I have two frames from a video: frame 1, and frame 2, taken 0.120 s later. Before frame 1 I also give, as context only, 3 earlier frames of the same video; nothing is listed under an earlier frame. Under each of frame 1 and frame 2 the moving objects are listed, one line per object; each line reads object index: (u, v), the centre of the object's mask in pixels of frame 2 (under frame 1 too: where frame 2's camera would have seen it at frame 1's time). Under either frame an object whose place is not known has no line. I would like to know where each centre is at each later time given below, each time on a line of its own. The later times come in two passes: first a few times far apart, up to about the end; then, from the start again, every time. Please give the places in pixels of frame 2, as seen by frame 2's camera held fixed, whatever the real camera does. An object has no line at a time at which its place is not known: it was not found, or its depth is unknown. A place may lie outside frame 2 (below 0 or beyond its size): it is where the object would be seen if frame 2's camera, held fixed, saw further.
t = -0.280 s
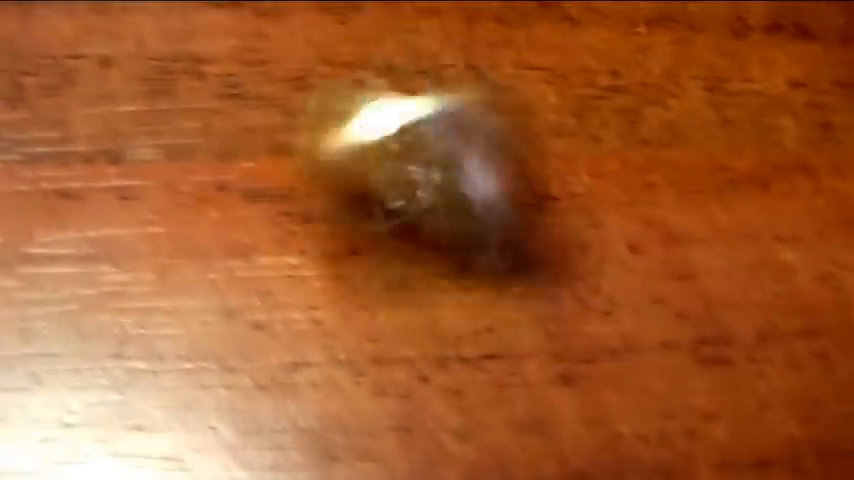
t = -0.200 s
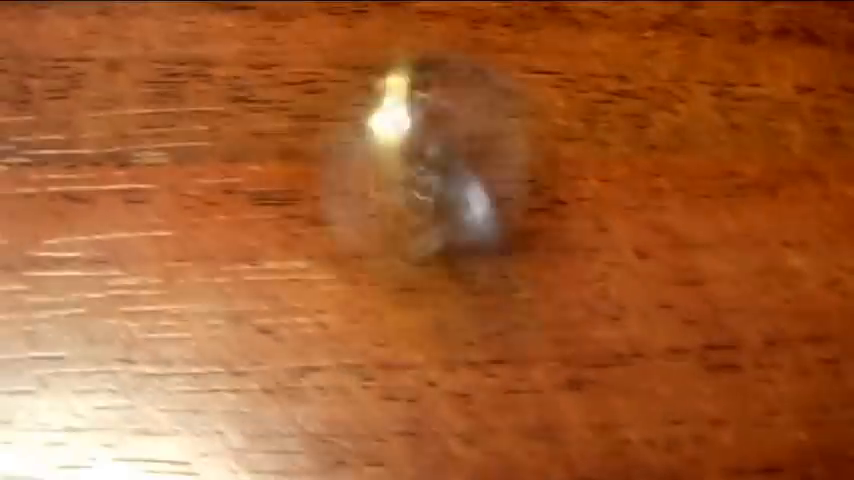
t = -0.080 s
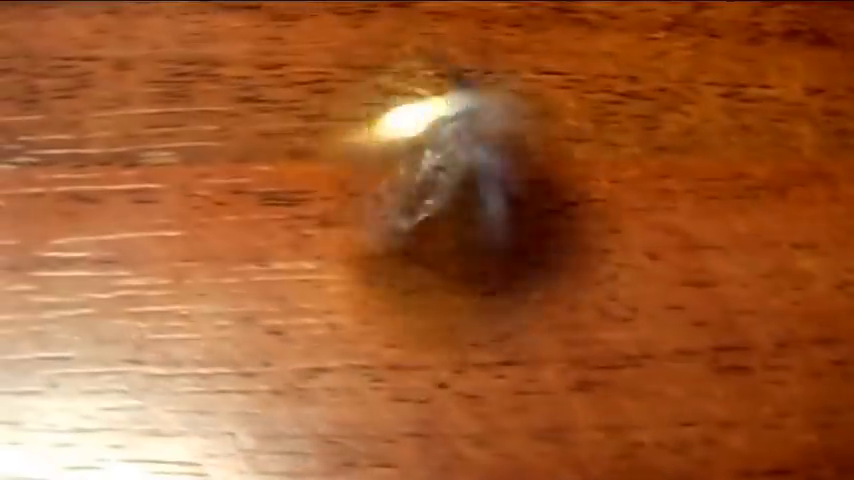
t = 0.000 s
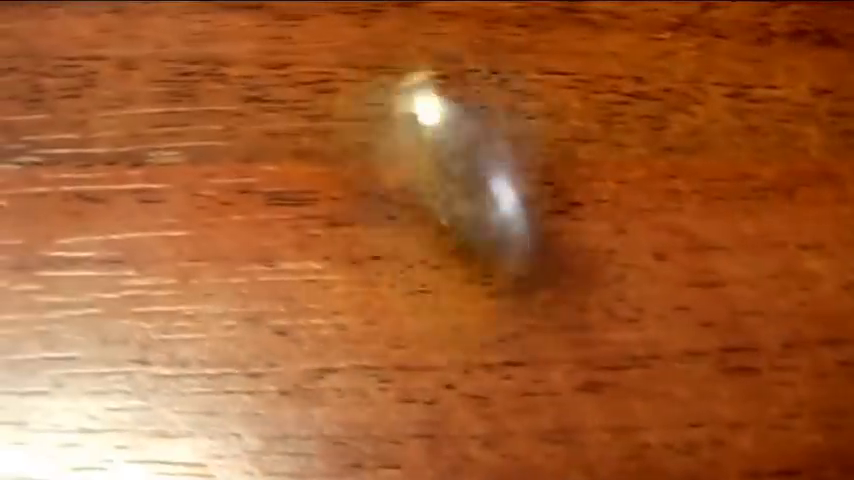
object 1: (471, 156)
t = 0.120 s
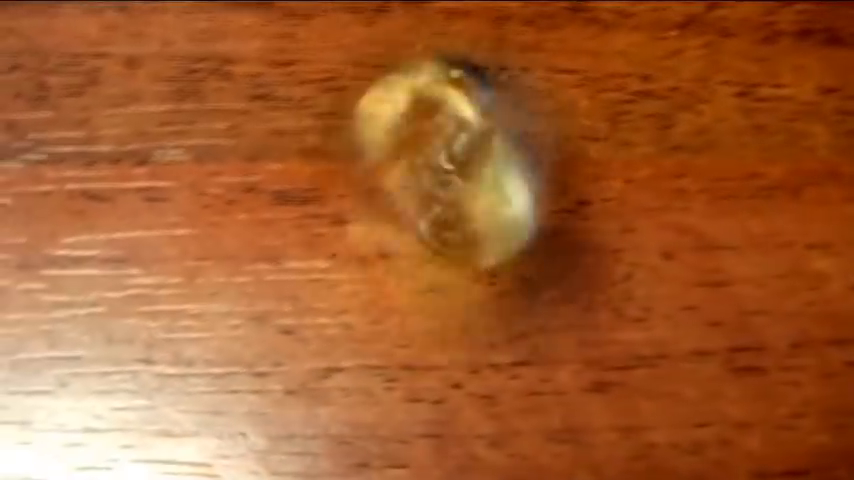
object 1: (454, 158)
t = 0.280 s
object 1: (465, 180)
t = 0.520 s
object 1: (476, 179)
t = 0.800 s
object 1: (448, 215)
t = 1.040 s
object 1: (431, 256)
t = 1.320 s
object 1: (387, 275)
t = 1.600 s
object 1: (334, 295)
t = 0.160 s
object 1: (460, 174)
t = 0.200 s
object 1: (457, 164)
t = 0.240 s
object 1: (479, 170)
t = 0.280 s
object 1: (465, 180)
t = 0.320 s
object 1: (460, 168)
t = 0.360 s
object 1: (471, 170)
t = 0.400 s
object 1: (470, 166)
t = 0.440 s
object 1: (467, 182)
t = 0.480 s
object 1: (463, 176)
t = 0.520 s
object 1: (476, 179)
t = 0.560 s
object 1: (479, 179)
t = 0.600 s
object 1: (462, 187)
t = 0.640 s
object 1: (482, 219)
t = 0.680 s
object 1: (465, 199)
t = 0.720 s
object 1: (465, 207)
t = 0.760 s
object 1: (471, 215)
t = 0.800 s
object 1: (448, 215)
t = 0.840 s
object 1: (447, 220)
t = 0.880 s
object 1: (450, 221)
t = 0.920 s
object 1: (470, 231)
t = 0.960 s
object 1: (443, 241)
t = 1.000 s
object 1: (446, 250)
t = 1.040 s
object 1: (431, 256)
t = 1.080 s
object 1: (428, 253)
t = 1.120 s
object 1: (423, 259)
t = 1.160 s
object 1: (423, 259)
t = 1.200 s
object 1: (431, 266)
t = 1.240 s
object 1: (425, 275)
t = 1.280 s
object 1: (404, 267)
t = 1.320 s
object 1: (387, 275)
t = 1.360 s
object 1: (392, 277)
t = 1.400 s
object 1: (407, 308)
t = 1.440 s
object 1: (382, 290)
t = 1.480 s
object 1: (378, 299)
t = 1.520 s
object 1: (368, 301)
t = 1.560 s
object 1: (351, 288)
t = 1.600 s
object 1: (334, 295)
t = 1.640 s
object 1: (347, 309)
